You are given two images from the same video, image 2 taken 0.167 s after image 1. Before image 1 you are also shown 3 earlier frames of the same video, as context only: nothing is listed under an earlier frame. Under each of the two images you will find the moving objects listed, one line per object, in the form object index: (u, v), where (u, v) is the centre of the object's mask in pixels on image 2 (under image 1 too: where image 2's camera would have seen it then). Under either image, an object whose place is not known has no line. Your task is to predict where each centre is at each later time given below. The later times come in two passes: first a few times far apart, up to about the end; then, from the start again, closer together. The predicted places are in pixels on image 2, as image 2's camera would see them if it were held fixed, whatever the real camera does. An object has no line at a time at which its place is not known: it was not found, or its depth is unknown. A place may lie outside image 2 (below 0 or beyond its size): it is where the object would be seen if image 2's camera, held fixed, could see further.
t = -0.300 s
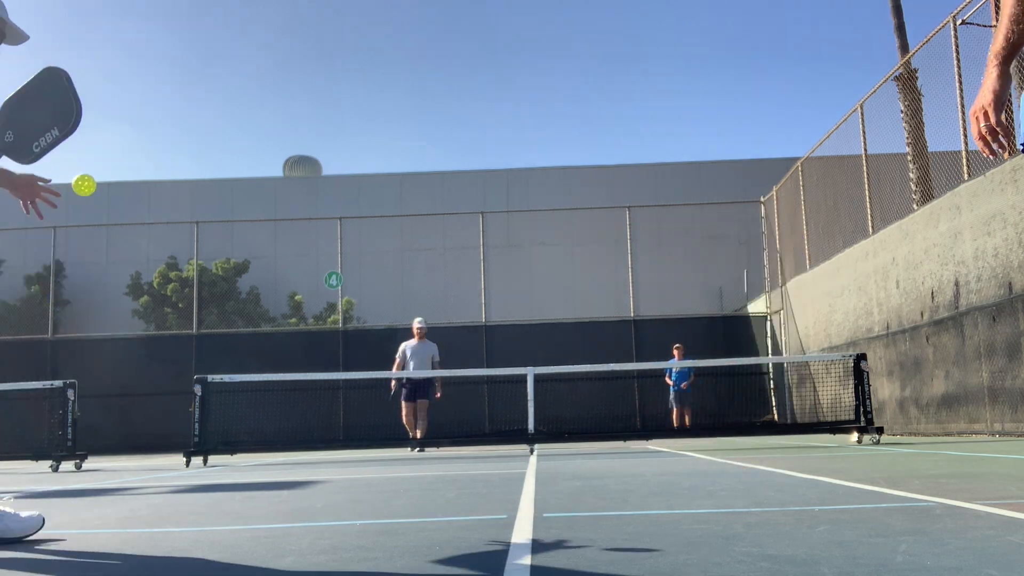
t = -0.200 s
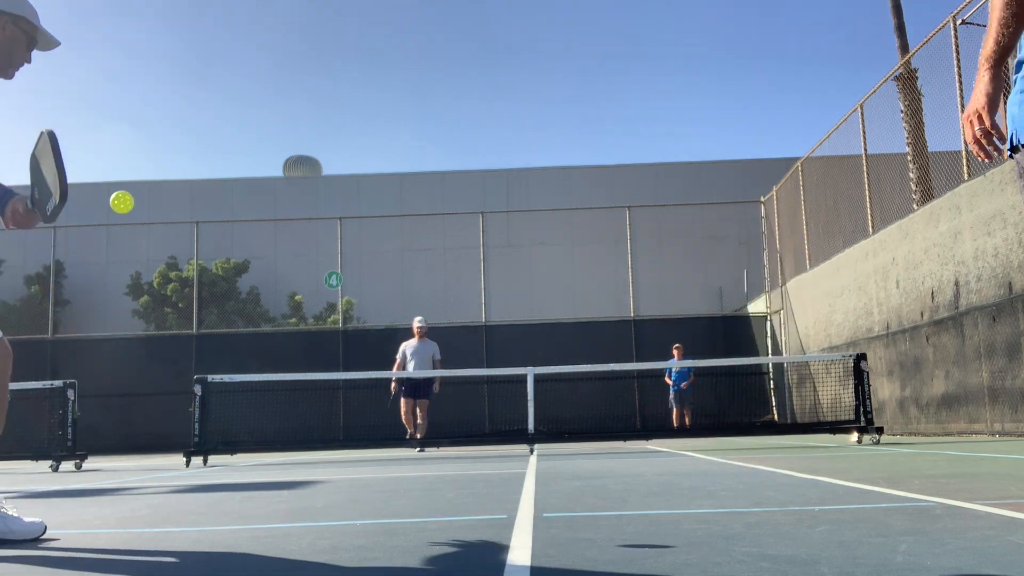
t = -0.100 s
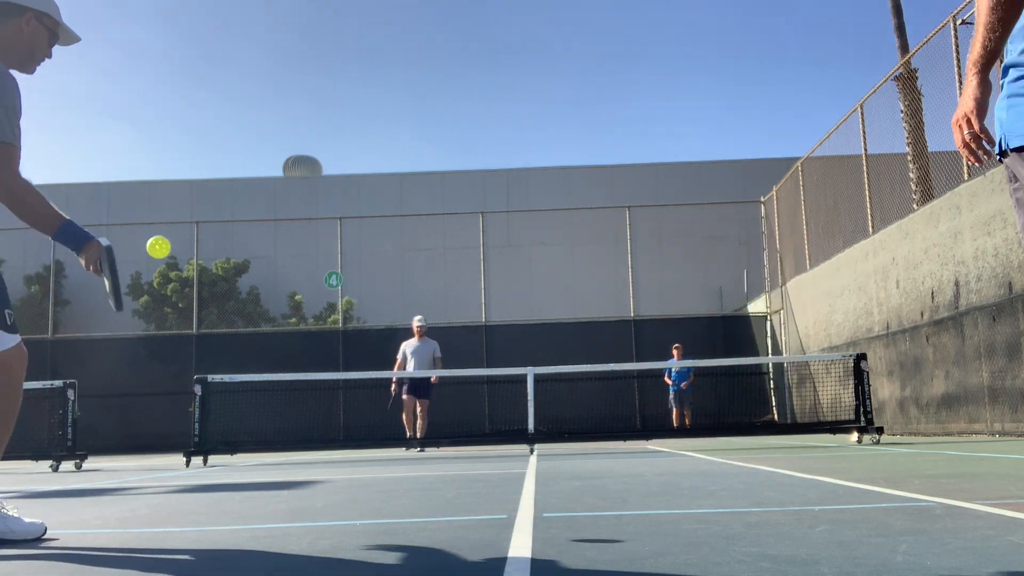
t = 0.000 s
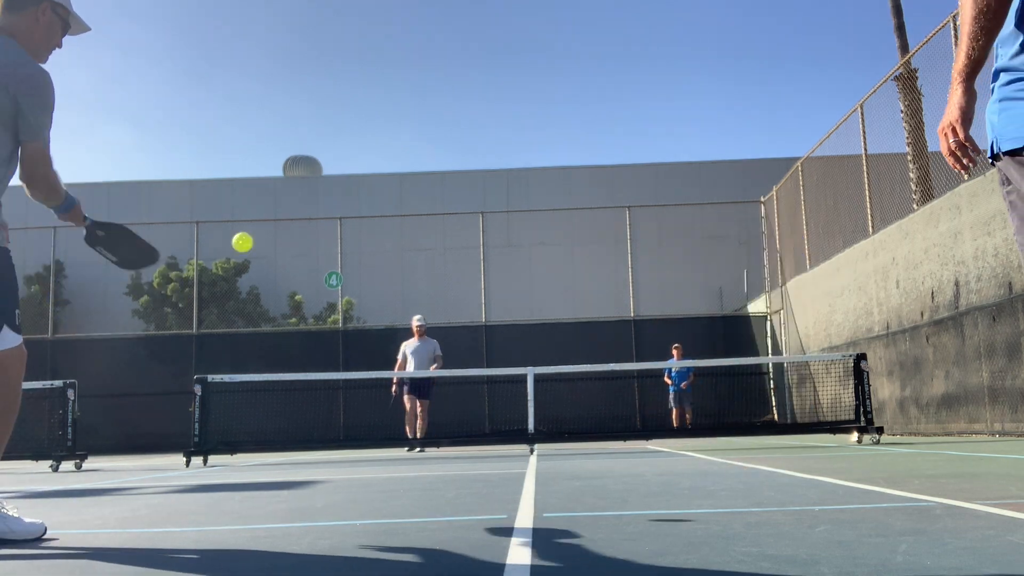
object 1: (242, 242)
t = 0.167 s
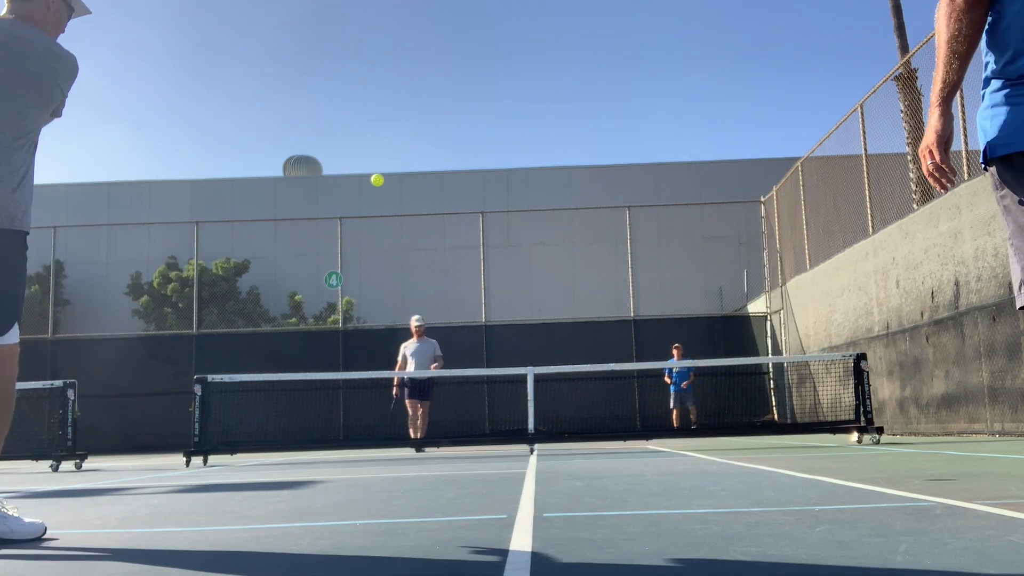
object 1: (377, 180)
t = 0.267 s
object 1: (423, 177)
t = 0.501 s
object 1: (495, 207)
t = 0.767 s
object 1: (553, 273)
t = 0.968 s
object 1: (587, 335)
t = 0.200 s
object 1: (394, 178)
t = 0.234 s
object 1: (409, 176)
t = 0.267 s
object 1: (423, 177)
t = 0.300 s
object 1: (435, 178)
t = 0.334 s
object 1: (447, 181)
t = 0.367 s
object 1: (458, 185)
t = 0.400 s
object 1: (468, 190)
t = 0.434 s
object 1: (478, 195)
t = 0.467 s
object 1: (487, 200)
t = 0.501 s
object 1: (495, 207)
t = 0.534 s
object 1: (504, 213)
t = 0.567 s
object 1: (512, 221)
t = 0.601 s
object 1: (519, 228)
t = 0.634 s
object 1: (526, 237)
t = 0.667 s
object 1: (533, 245)
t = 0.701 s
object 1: (540, 254)
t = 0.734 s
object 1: (547, 263)
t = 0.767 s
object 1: (553, 273)
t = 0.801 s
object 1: (559, 282)
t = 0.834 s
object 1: (565, 293)
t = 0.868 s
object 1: (570, 303)
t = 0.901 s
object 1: (576, 313)
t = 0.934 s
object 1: (582, 324)
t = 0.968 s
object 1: (587, 335)
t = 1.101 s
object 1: (607, 382)
